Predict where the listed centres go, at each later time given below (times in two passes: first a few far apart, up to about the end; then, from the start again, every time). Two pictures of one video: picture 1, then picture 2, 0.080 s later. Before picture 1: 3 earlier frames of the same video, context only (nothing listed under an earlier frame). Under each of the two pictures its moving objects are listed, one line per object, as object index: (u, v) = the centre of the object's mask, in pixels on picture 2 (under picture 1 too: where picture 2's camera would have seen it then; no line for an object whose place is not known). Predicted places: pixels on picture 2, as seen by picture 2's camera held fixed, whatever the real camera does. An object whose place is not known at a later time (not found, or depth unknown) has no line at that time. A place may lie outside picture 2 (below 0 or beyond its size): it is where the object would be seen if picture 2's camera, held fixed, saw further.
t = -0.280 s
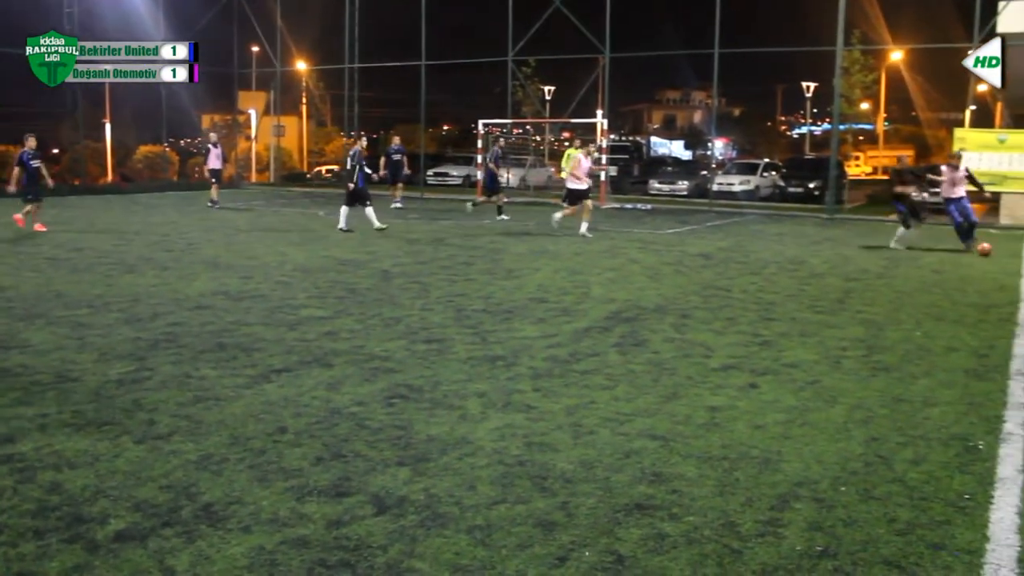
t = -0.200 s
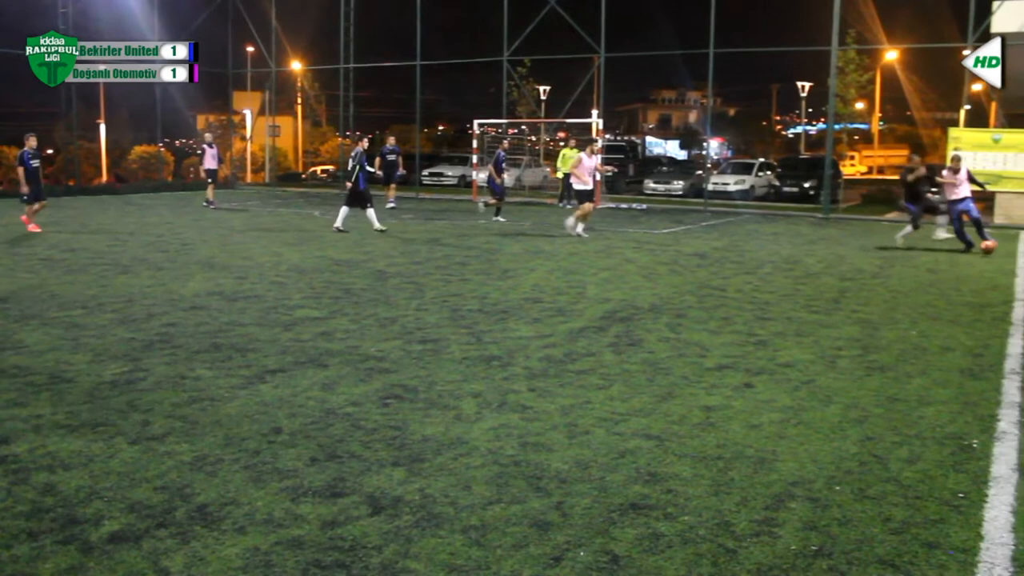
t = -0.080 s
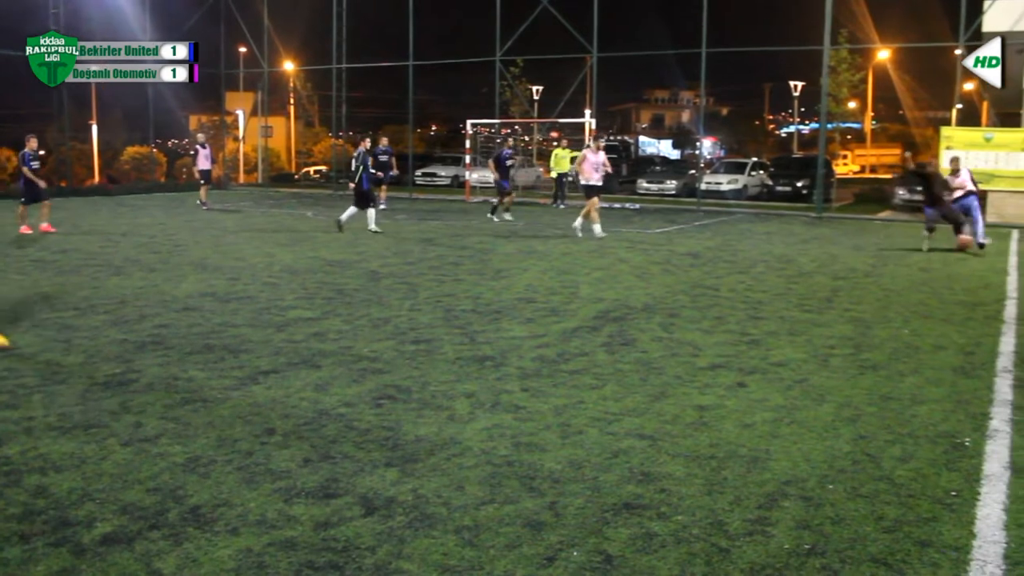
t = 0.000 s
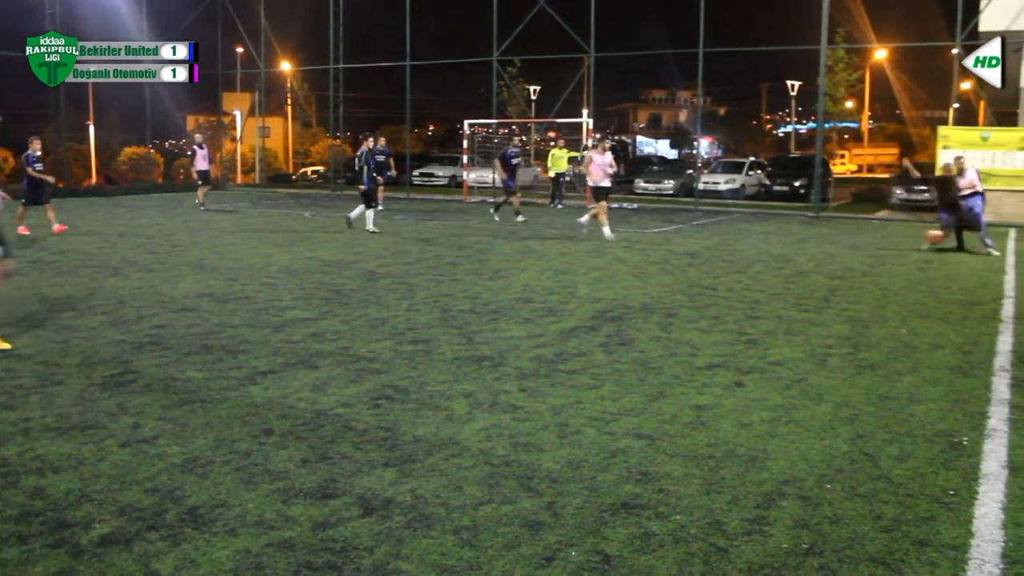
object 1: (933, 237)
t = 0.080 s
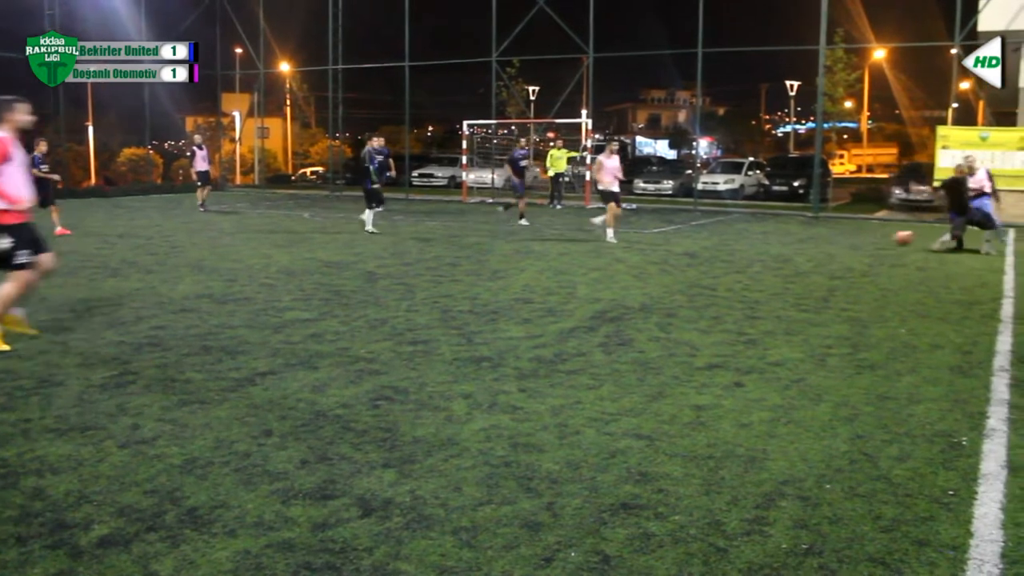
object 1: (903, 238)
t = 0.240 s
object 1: (832, 255)
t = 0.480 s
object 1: (729, 254)
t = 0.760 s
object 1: (589, 288)
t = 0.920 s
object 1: (505, 284)
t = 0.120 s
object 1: (887, 240)
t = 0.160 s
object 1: (870, 244)
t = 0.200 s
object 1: (852, 249)
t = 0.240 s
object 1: (832, 255)
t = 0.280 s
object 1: (811, 264)
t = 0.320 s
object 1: (791, 269)
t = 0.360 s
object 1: (777, 262)
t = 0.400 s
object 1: (763, 259)
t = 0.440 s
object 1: (746, 255)
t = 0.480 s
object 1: (729, 254)
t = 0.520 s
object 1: (712, 253)
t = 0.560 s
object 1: (692, 255)
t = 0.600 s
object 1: (674, 257)
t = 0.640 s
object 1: (655, 262)
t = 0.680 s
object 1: (632, 268)
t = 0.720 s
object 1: (611, 277)
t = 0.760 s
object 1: (589, 288)
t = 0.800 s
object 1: (568, 293)
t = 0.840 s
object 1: (547, 287)
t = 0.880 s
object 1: (527, 284)
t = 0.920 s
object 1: (505, 284)
